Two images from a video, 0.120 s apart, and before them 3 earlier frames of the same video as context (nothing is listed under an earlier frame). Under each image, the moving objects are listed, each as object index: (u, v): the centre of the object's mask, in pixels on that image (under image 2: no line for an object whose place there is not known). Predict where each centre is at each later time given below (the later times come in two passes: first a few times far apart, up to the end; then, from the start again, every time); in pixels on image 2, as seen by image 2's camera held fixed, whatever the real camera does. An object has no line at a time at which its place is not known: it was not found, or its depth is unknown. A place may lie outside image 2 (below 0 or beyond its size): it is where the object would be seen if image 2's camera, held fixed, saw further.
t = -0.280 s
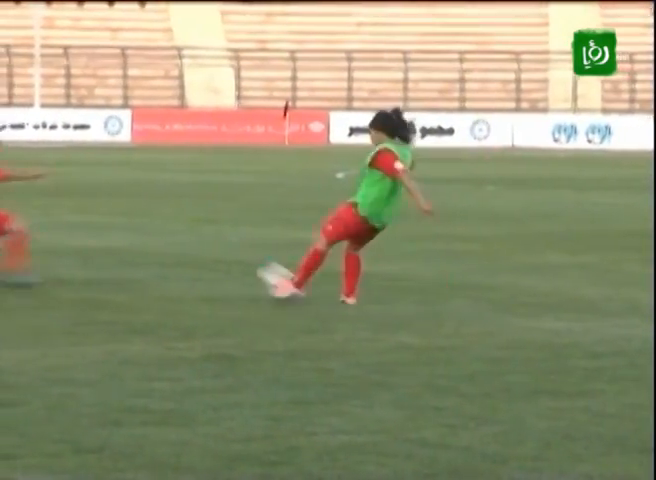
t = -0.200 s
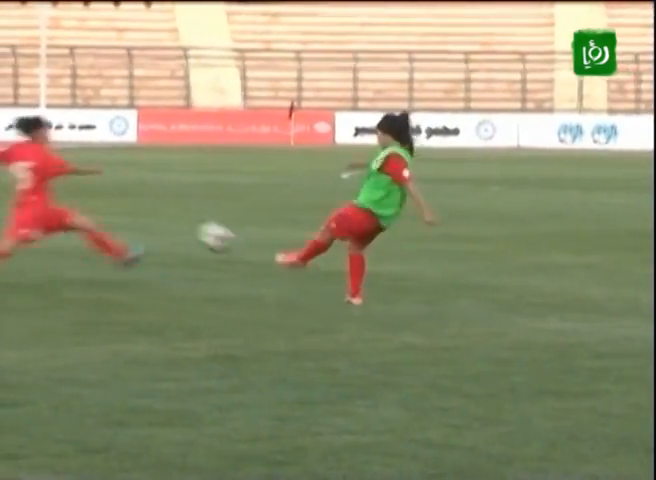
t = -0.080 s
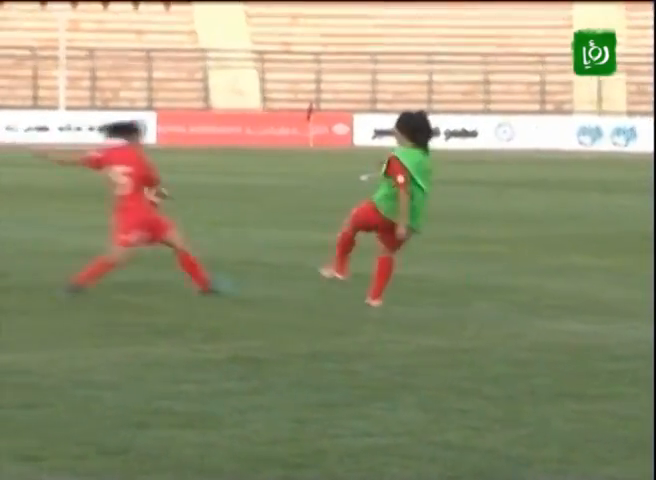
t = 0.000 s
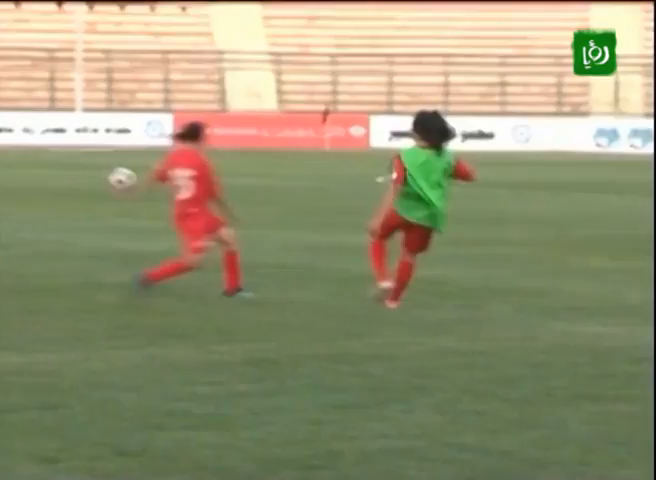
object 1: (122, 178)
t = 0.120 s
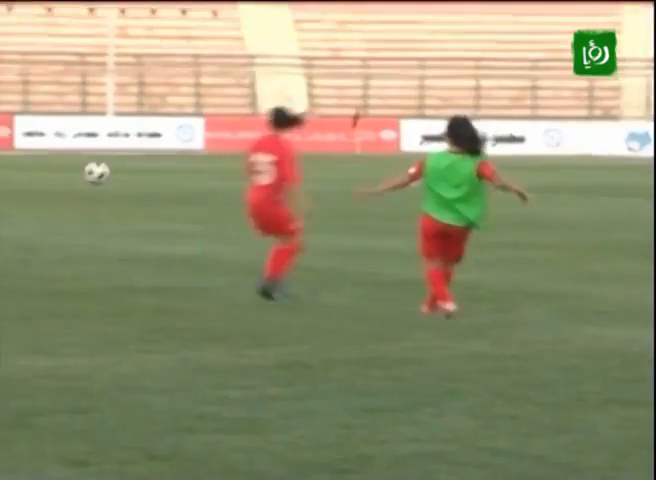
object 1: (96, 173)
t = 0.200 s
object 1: (65, 173)
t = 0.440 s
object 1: (-8, 206)
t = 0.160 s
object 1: (81, 172)
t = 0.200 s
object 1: (65, 173)
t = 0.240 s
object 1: (51, 176)
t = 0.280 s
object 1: (37, 180)
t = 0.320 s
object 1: (25, 185)
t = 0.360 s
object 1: (13, 191)
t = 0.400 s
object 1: (2, 199)
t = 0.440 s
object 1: (-8, 206)
